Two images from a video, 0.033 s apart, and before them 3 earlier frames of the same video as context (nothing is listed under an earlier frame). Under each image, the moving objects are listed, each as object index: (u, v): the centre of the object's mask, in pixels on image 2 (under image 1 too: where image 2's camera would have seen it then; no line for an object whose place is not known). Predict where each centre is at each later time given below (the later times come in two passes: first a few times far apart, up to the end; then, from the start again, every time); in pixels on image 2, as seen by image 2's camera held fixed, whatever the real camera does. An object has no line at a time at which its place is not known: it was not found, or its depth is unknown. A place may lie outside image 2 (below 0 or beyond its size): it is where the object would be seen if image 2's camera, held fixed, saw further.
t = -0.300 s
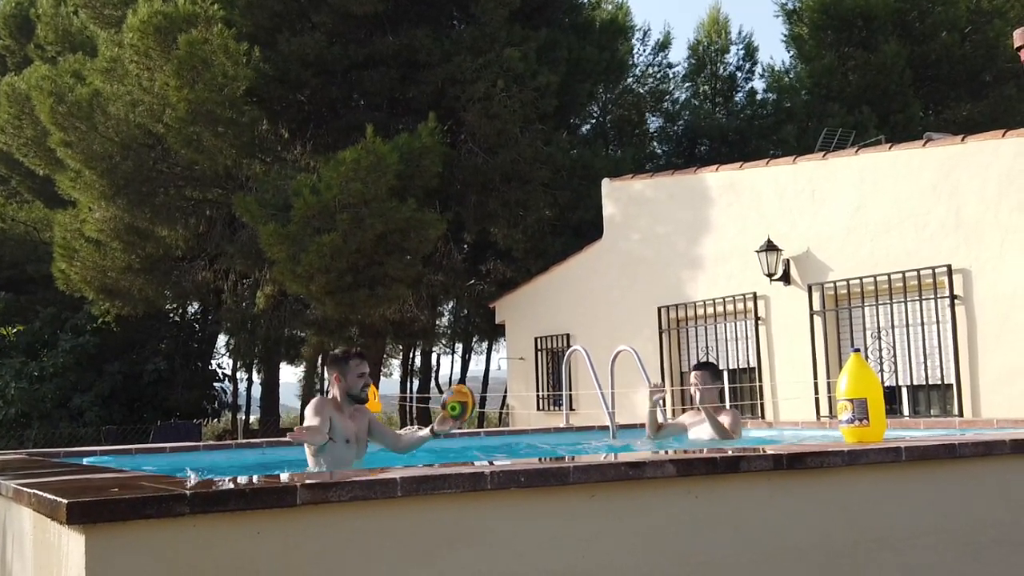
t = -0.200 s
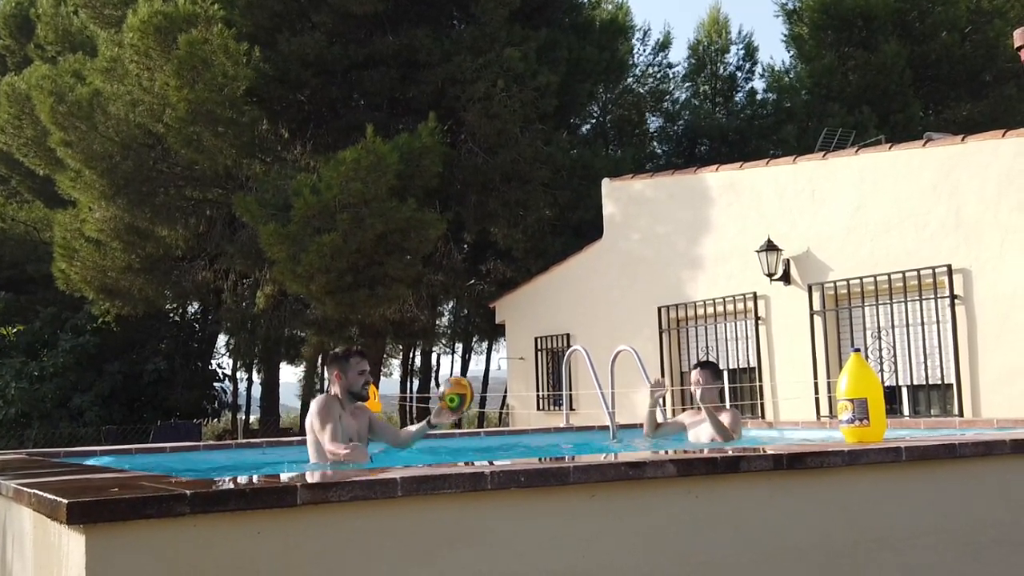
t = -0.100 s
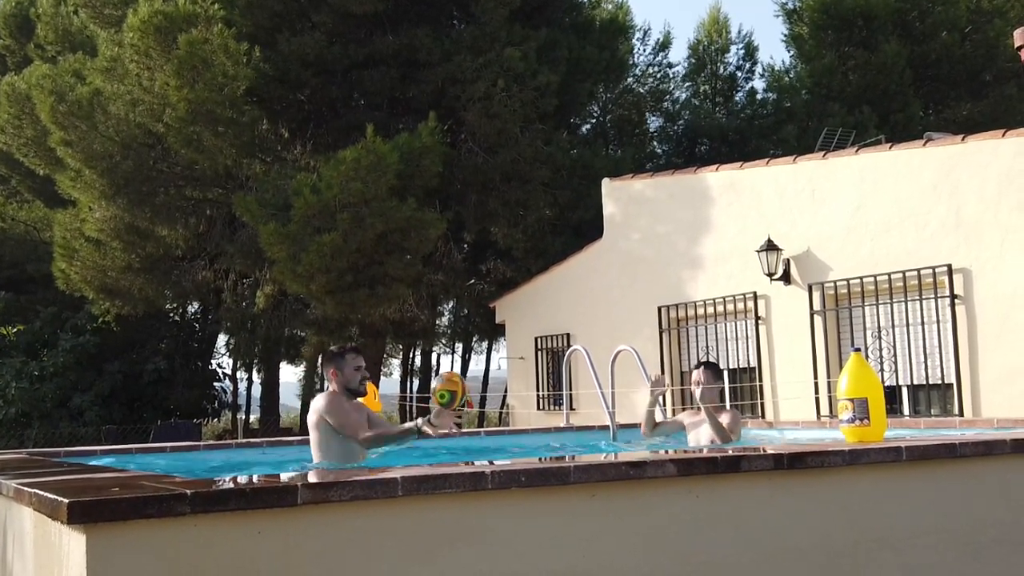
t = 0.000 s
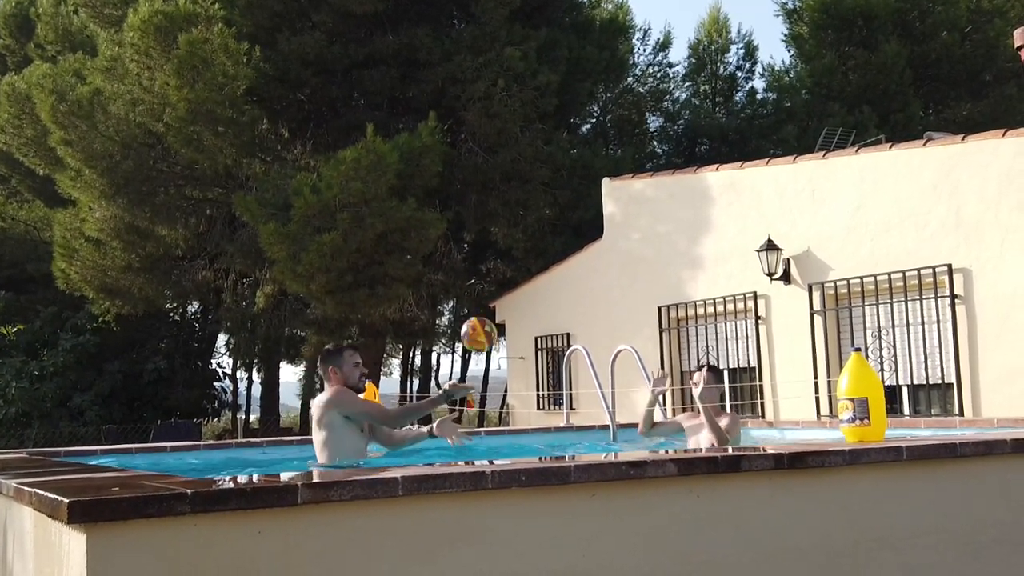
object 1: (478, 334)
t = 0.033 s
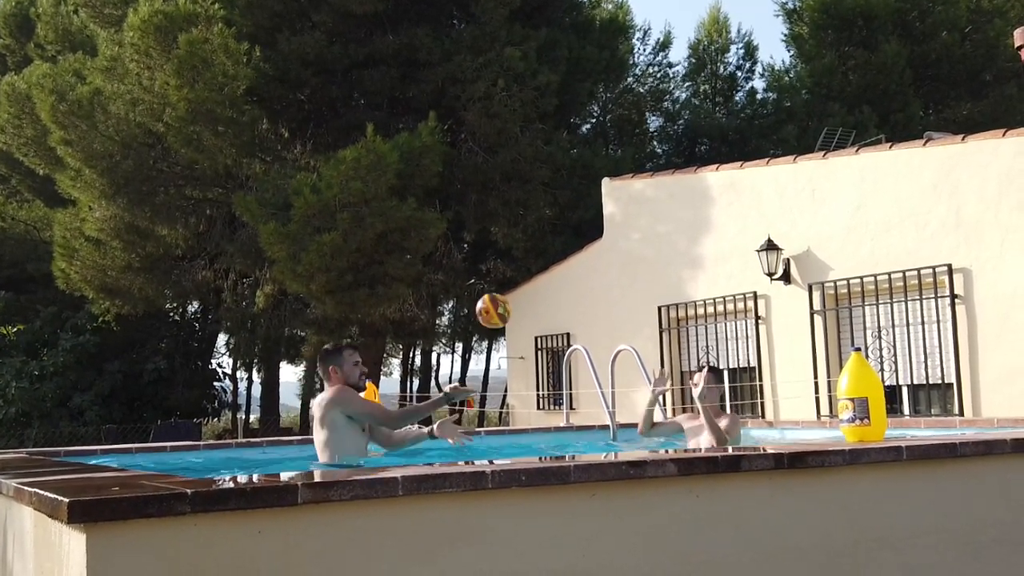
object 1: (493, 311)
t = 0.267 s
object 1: (588, 218)
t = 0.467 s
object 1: (660, 227)
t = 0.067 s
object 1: (508, 289)
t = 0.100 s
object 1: (522, 271)
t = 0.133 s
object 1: (536, 256)
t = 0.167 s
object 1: (550, 243)
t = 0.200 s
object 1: (563, 232)
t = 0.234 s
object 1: (576, 224)
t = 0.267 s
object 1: (588, 218)
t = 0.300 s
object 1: (600, 214)
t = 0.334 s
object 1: (613, 213)
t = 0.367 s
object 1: (625, 213)
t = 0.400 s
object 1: (636, 215)
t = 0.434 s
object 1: (648, 220)
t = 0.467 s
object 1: (660, 227)
